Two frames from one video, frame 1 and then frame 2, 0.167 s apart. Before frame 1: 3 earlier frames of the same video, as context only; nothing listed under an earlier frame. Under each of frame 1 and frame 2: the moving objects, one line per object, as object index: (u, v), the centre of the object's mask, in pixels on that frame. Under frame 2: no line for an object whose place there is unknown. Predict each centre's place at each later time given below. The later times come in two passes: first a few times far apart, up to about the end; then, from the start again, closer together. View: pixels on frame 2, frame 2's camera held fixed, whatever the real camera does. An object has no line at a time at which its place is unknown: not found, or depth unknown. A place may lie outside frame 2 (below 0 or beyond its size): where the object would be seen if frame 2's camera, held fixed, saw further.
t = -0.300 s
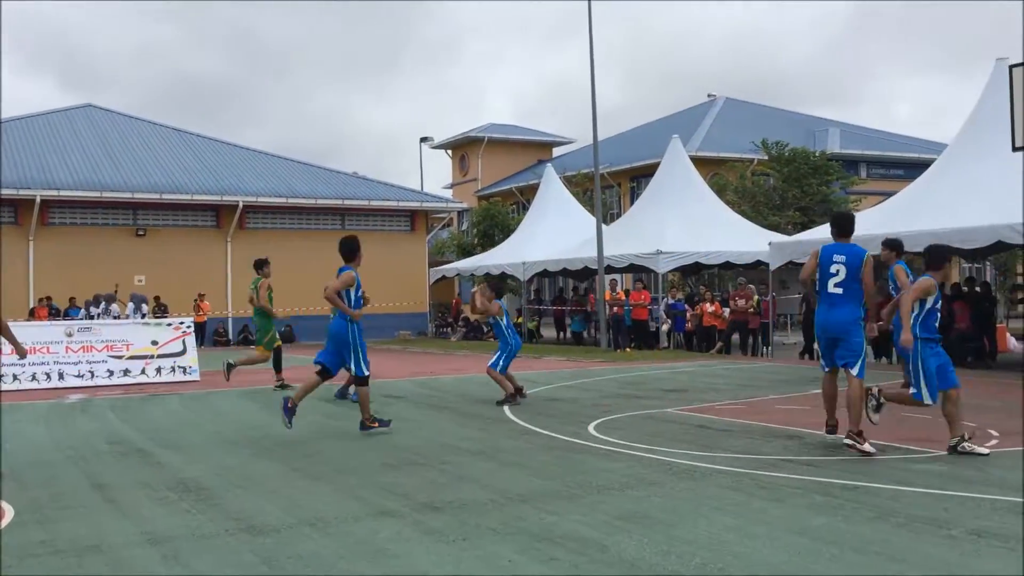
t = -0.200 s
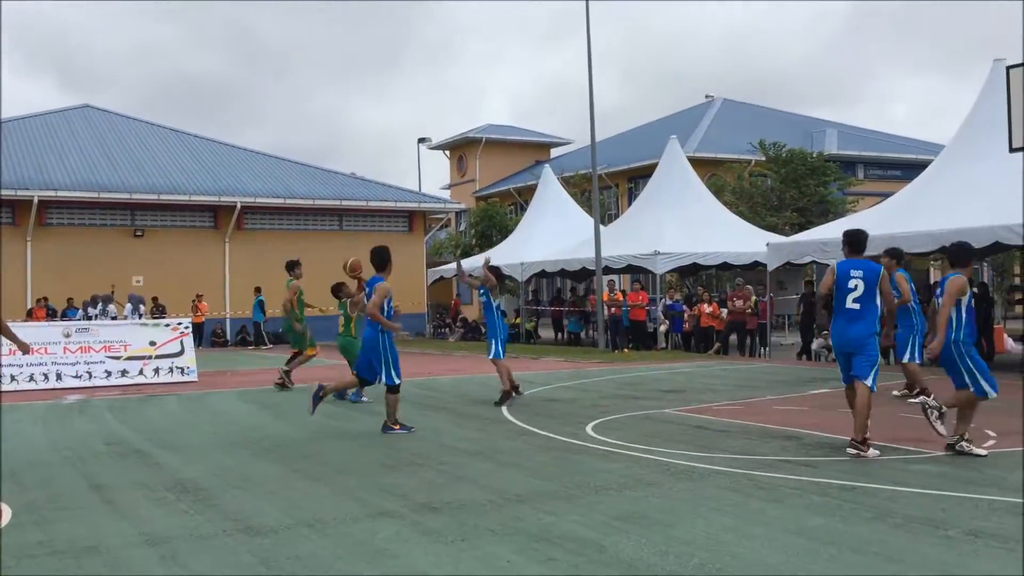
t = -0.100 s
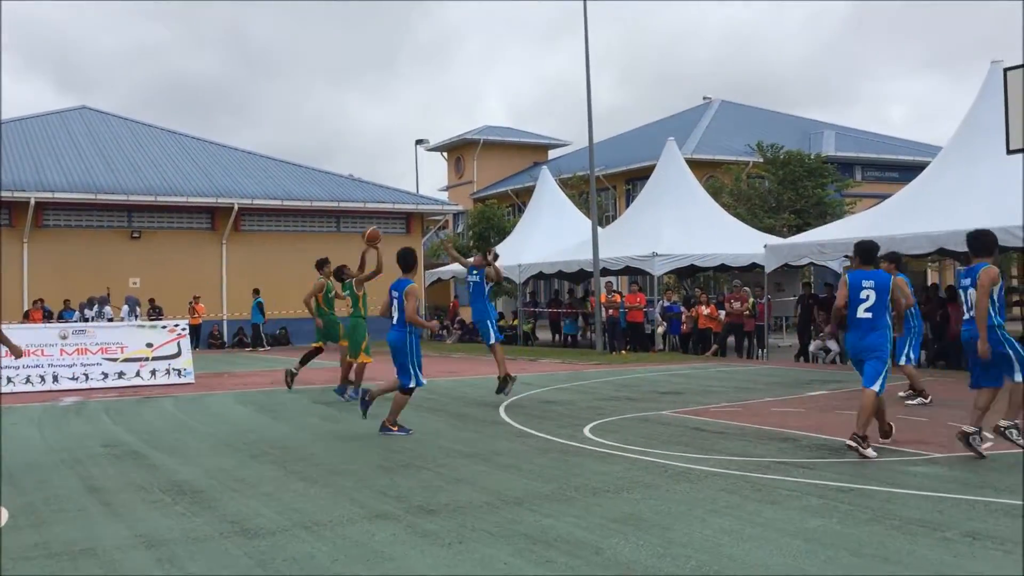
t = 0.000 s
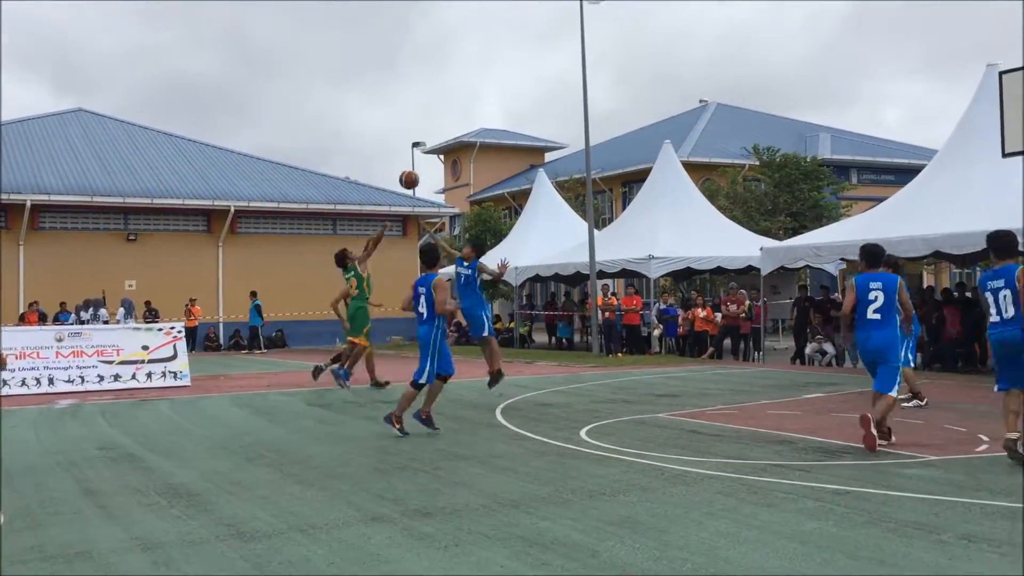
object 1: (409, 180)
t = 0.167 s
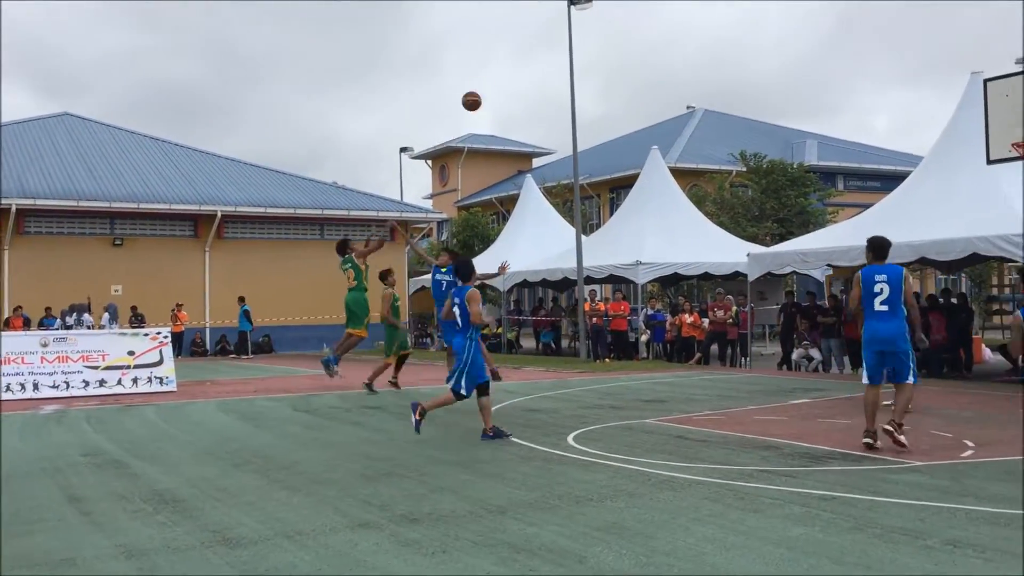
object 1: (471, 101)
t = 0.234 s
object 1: (501, 74)
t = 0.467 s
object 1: (608, 5)
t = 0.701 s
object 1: (718, -20)
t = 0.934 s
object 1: (830, 0)
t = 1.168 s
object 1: (947, 67)
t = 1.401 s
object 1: (1046, 118)
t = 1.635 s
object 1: (1079, 100)
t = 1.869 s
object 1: (1079, 123)
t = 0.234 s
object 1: (501, 74)
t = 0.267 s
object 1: (516, 61)
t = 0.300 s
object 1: (531, 50)
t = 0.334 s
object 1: (547, 39)
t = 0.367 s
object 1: (561, 30)
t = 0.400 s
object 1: (577, 21)
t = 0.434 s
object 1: (592, 13)
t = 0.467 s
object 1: (608, 5)
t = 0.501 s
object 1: (623, -1)
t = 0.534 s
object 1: (639, -6)
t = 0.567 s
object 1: (654, -11)
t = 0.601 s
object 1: (670, -15)
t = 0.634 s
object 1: (686, -17)
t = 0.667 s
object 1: (702, -19)
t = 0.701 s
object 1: (718, -20)
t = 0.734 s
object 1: (734, -20)
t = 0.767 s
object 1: (750, -19)
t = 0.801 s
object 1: (765, -17)
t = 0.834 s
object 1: (782, -14)
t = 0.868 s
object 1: (798, -10)
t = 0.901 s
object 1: (814, -6)
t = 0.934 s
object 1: (830, 0)
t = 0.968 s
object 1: (846, 7)
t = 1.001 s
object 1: (864, 14)
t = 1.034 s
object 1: (881, 23)
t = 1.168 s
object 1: (947, 67)
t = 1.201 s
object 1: (963, 81)
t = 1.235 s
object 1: (980, 95)
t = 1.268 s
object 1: (997, 111)
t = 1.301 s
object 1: (1014, 128)
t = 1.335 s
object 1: (1026, 130)
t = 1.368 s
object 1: (1036, 124)
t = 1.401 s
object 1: (1046, 118)
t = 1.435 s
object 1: (1056, 113)
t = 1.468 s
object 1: (1067, 110)
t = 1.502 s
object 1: (1078, 108)
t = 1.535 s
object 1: (1080, 105)
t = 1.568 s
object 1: (1080, 102)
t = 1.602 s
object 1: (1079, 100)
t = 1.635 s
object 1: (1079, 100)
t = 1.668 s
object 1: (1079, 100)
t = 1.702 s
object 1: (1079, 101)
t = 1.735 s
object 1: (1079, 104)
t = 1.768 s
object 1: (1079, 107)
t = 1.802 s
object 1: (1079, 111)
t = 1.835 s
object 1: (1079, 117)
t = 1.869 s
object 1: (1079, 123)
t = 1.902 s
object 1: (1080, 131)
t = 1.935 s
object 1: (1080, 139)
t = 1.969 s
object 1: (1080, 150)
